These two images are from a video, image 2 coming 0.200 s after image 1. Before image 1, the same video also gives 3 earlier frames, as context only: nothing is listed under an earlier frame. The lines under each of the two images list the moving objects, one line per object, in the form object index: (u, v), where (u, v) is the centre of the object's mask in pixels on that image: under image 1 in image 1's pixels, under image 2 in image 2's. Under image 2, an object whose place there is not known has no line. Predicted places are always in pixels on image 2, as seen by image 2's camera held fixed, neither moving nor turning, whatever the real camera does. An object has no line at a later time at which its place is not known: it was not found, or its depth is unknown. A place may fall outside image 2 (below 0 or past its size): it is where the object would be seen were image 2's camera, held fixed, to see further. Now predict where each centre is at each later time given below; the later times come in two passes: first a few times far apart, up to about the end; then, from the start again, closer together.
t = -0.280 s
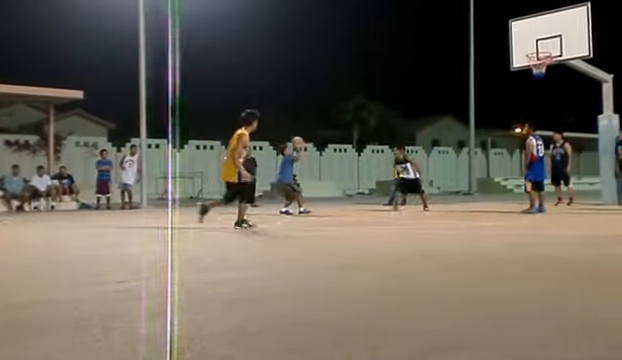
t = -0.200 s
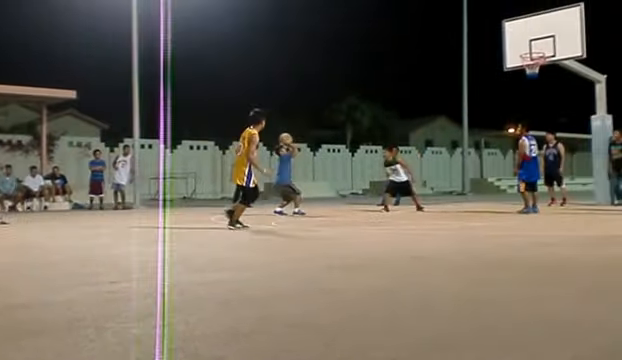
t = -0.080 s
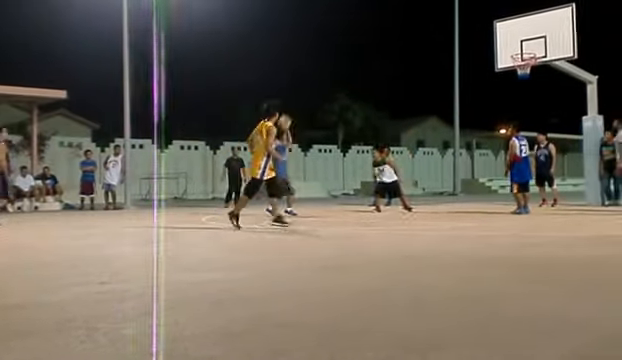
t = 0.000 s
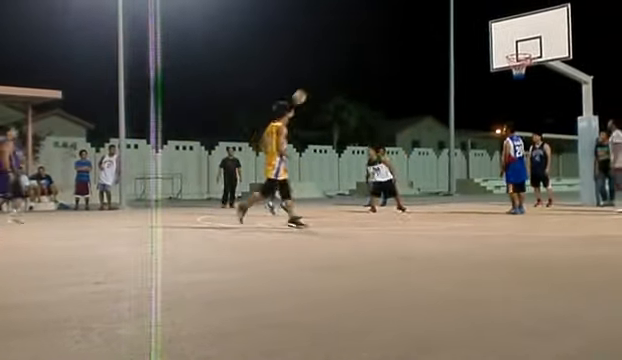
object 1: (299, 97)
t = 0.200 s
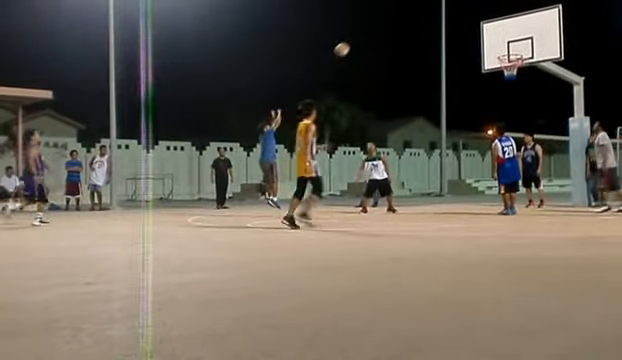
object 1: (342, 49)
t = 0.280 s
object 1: (362, 36)
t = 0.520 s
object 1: (424, 18)
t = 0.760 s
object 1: (484, 30)
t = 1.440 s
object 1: (619, 74)
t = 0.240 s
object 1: (352, 42)
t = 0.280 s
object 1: (362, 36)
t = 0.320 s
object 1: (372, 31)
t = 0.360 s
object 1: (383, 27)
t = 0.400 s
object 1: (393, 23)
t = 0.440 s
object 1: (403, 20)
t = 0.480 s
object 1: (414, 18)
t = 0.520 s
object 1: (424, 18)
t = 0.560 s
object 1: (434, 18)
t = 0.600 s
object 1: (444, 18)
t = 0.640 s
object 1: (455, 20)
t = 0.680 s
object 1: (466, 22)
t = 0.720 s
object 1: (475, 26)
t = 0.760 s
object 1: (484, 30)
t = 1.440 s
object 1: (619, 74)
